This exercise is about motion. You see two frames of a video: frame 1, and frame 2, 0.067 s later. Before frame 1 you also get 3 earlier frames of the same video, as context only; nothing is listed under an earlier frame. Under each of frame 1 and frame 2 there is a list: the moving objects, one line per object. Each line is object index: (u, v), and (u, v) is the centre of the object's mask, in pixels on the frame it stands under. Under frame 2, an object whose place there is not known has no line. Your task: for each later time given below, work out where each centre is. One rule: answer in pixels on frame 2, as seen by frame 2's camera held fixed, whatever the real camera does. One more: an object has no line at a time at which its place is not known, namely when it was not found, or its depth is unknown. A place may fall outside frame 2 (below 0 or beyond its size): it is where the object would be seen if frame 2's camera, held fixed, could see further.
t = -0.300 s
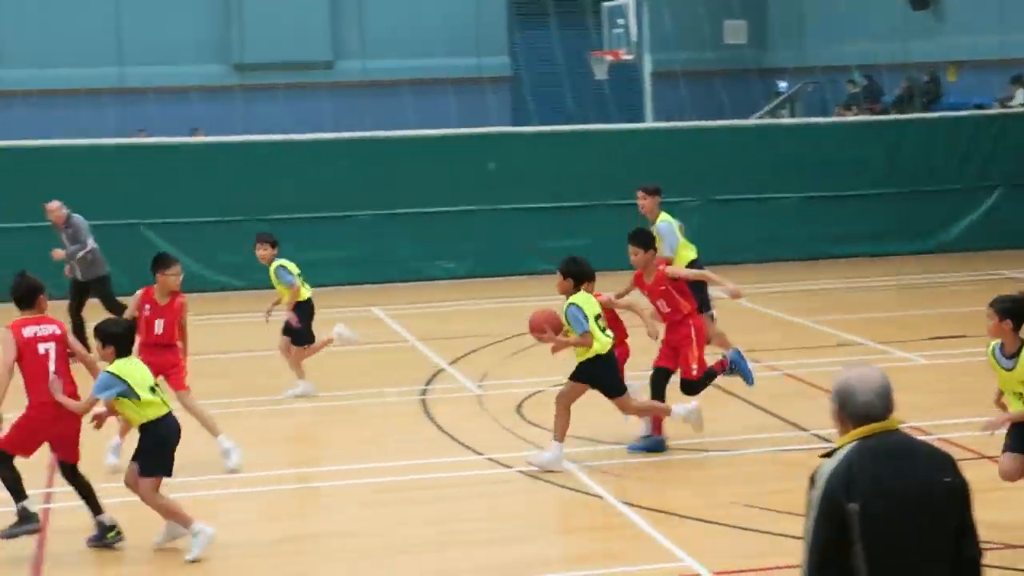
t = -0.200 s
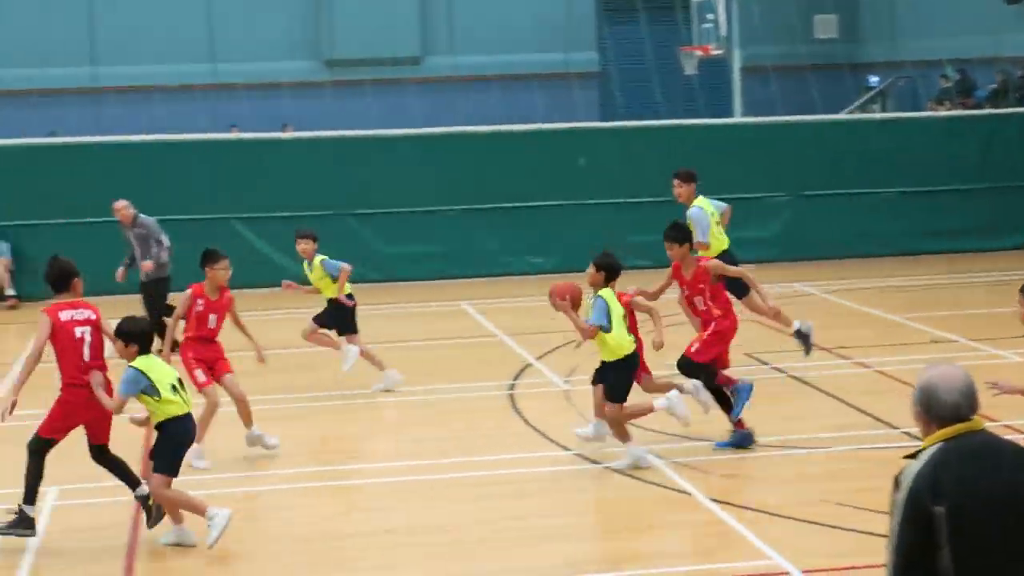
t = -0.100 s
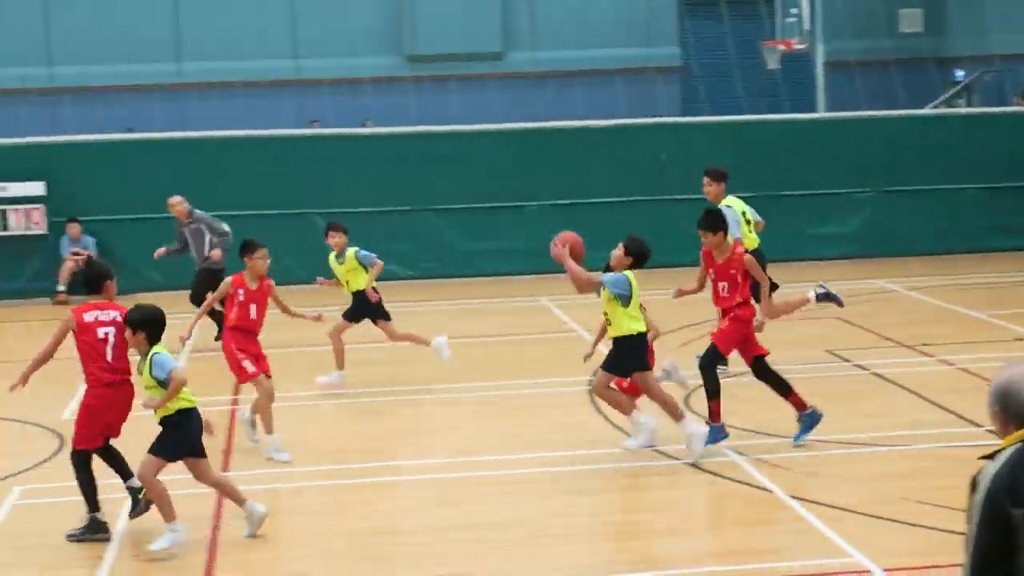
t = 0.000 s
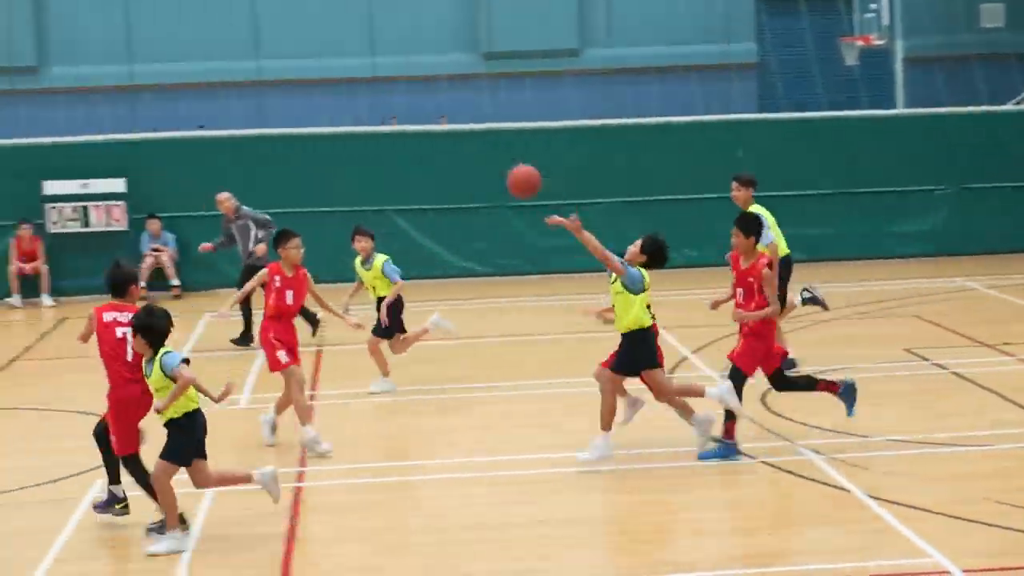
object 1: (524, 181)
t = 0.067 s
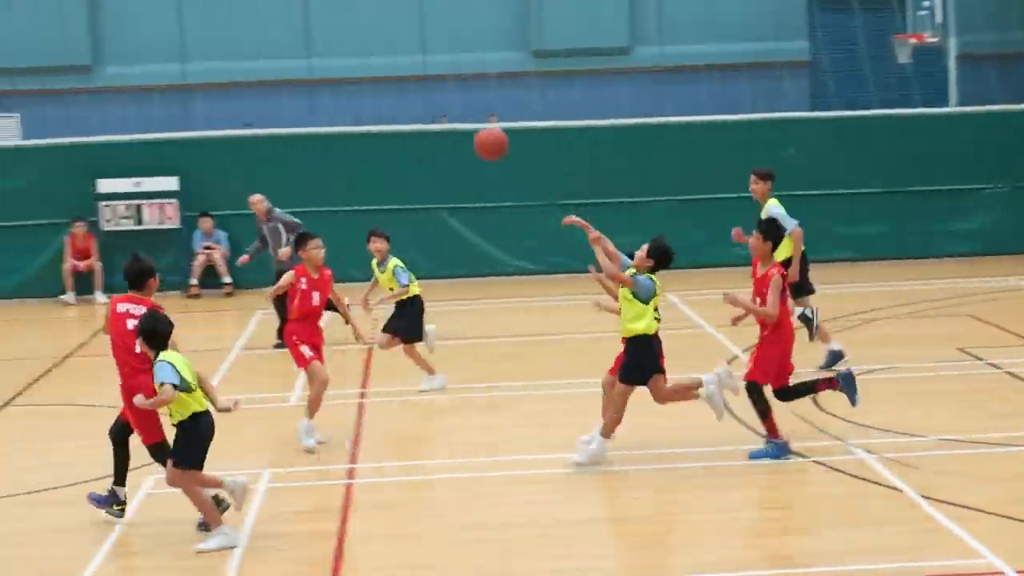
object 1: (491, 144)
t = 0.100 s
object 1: (450, 128)
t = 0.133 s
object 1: (410, 114)
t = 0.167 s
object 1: (370, 101)
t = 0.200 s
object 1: (330, 91)
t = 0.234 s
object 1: (294, 82)
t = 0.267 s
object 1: (257, 74)
